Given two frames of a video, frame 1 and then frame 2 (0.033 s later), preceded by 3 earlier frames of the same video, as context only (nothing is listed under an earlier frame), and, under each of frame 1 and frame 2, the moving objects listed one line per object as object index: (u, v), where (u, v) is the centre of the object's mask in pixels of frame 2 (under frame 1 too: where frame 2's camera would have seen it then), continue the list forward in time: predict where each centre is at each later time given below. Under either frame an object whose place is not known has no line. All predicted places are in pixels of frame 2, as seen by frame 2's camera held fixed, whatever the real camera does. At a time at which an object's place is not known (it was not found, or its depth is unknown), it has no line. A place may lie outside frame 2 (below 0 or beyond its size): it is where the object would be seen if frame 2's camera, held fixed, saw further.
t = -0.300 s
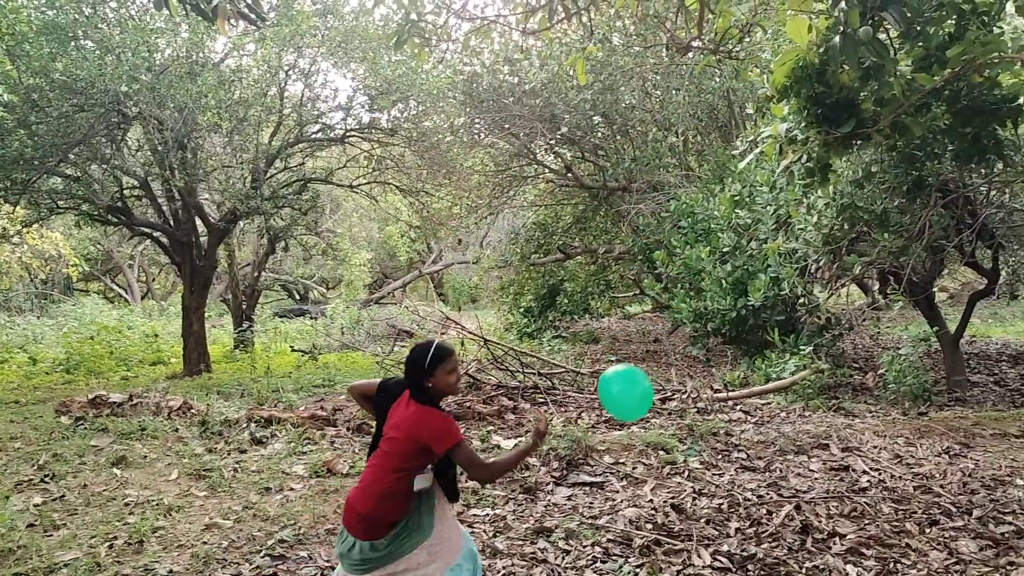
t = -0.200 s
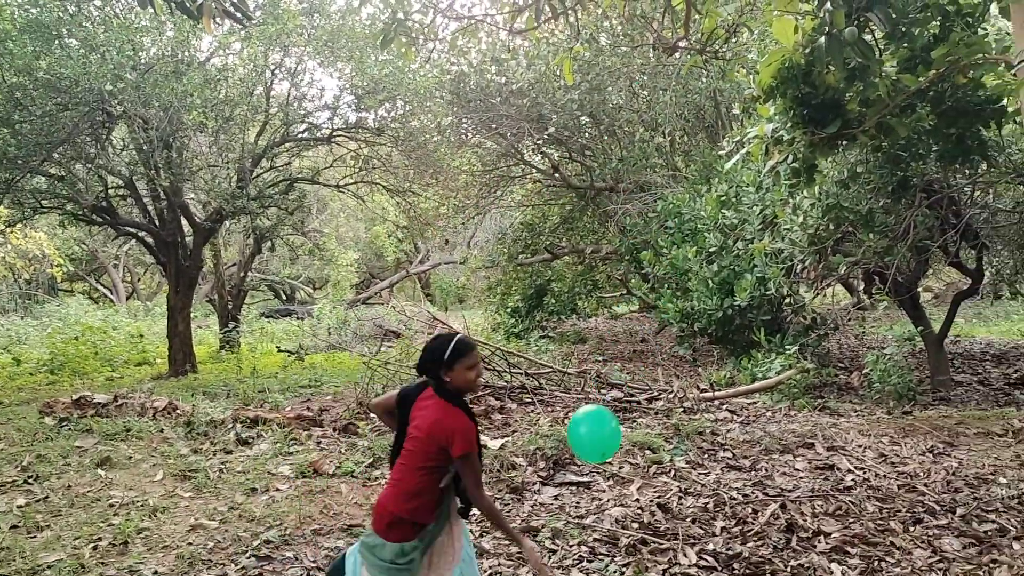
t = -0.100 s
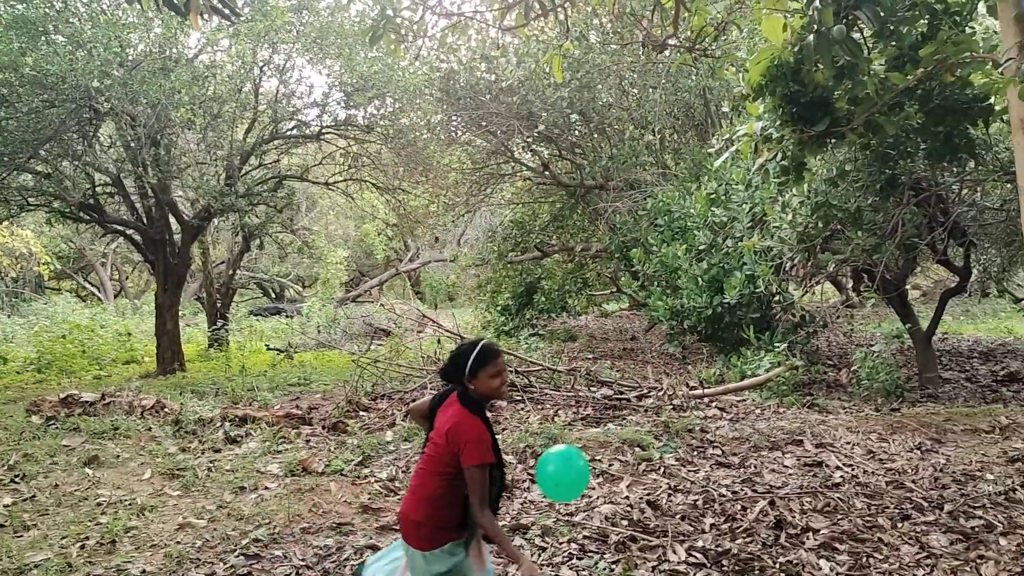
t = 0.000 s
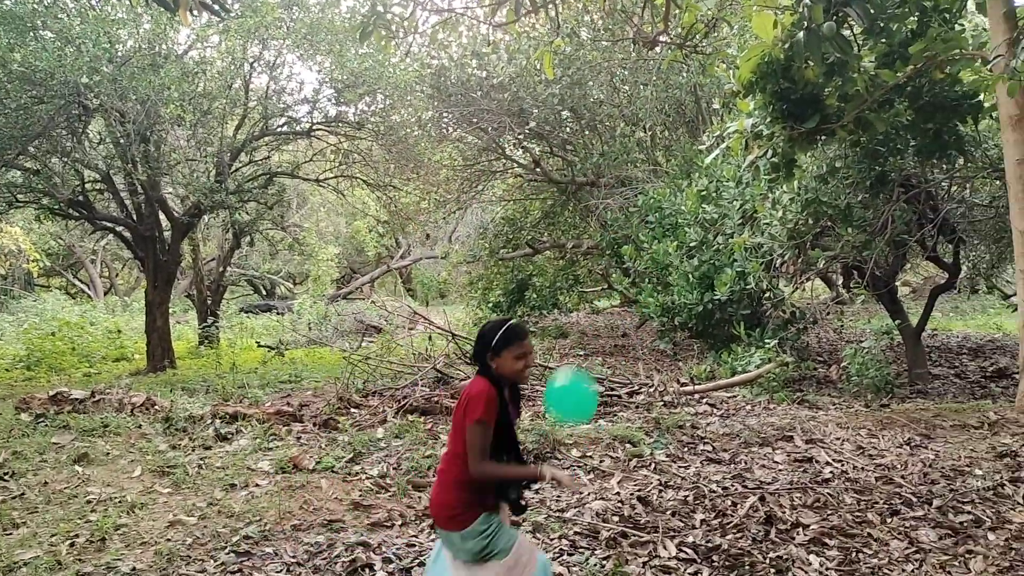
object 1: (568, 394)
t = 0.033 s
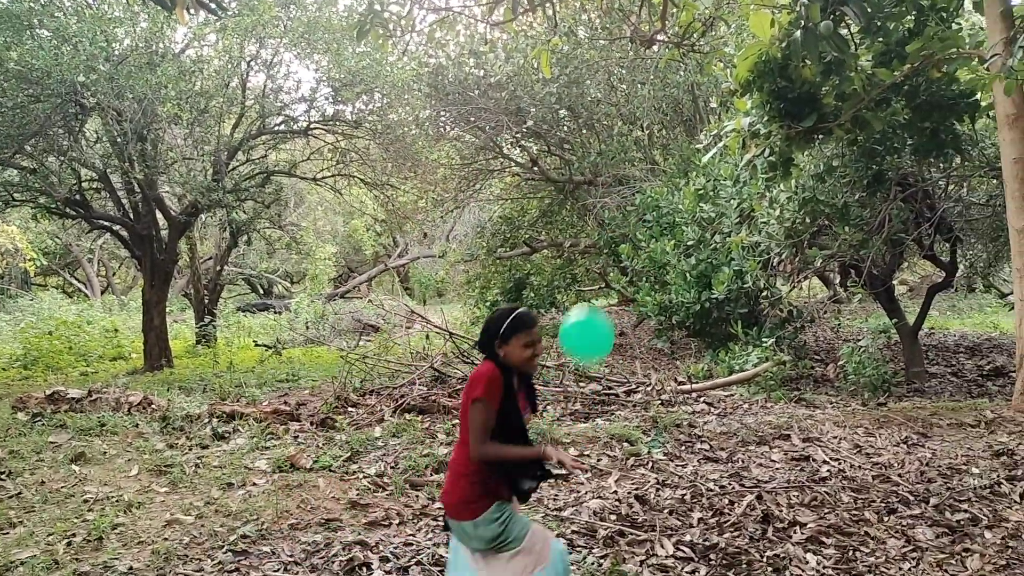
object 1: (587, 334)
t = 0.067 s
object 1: (602, 284)
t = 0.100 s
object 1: (611, 245)
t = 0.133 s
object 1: (614, 215)
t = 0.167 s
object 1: (614, 190)
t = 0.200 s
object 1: (612, 172)
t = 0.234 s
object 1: (609, 157)
